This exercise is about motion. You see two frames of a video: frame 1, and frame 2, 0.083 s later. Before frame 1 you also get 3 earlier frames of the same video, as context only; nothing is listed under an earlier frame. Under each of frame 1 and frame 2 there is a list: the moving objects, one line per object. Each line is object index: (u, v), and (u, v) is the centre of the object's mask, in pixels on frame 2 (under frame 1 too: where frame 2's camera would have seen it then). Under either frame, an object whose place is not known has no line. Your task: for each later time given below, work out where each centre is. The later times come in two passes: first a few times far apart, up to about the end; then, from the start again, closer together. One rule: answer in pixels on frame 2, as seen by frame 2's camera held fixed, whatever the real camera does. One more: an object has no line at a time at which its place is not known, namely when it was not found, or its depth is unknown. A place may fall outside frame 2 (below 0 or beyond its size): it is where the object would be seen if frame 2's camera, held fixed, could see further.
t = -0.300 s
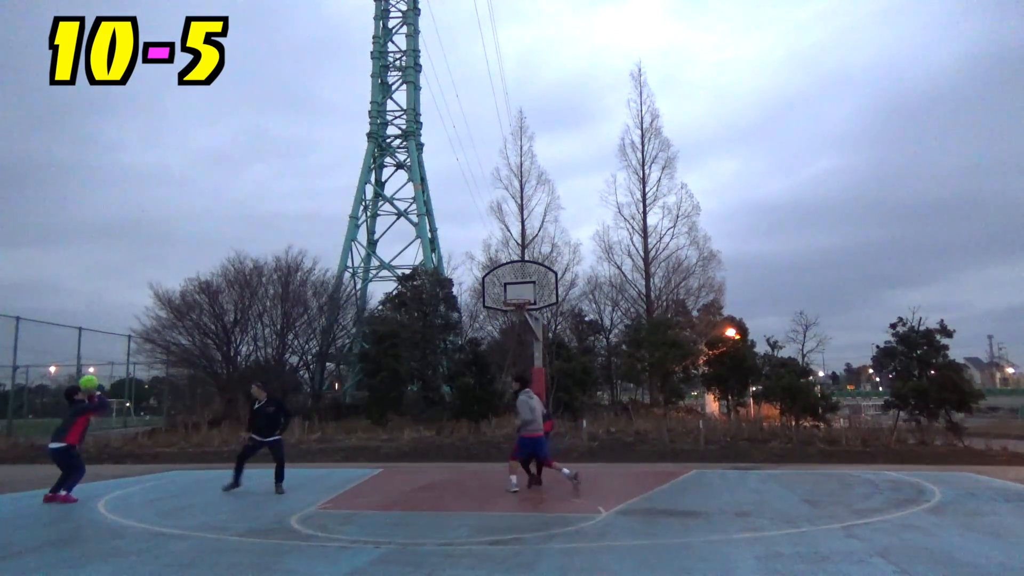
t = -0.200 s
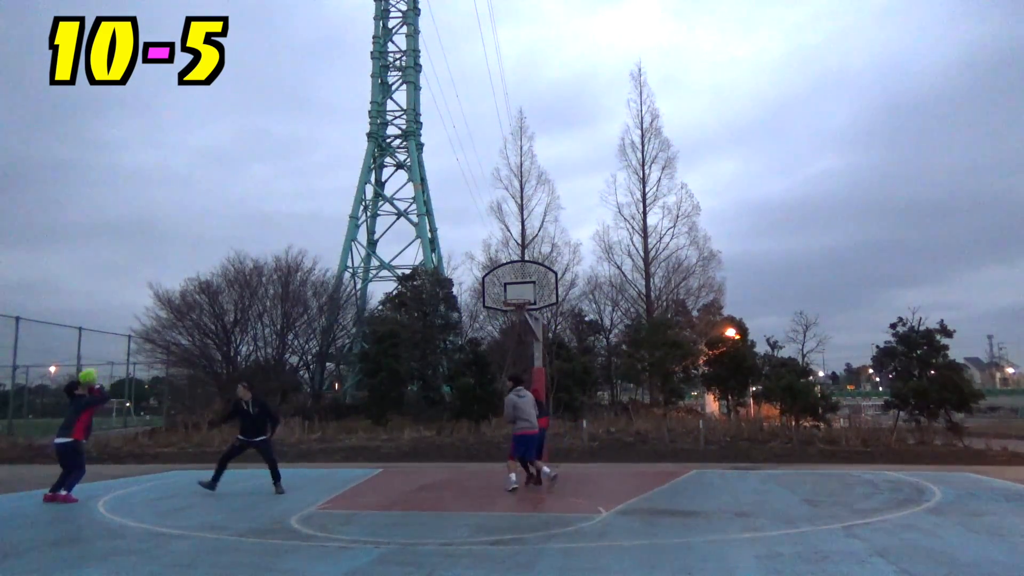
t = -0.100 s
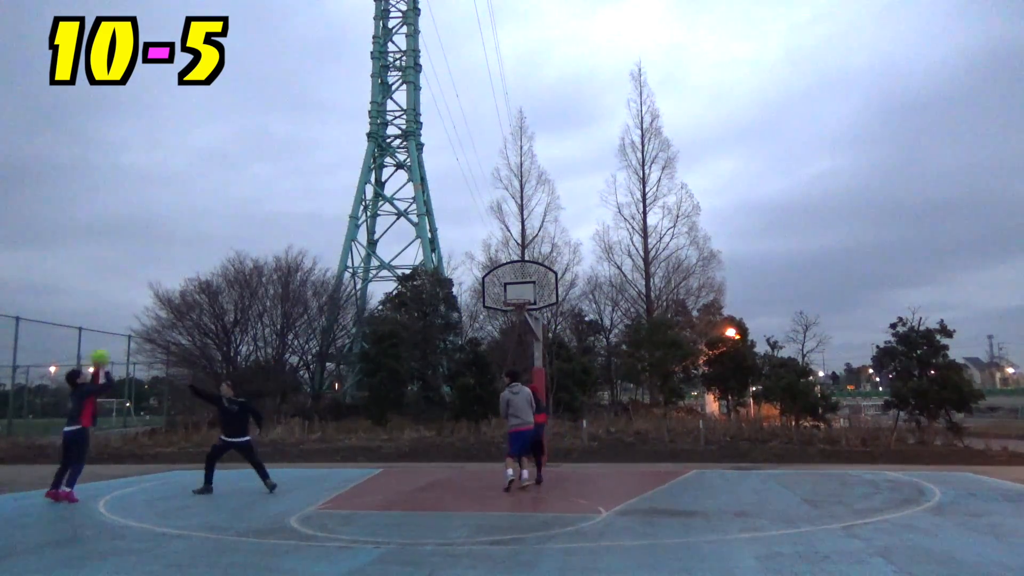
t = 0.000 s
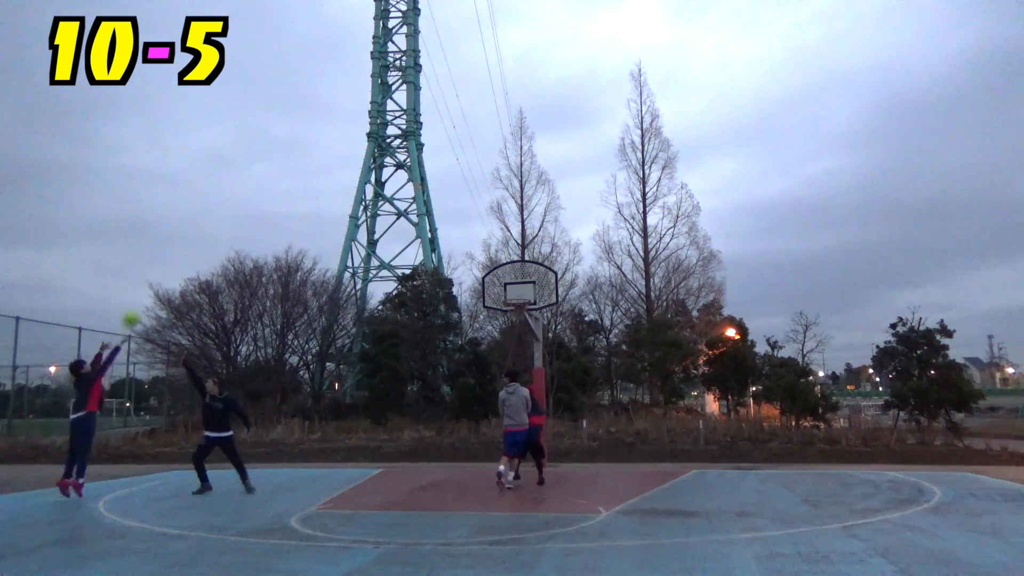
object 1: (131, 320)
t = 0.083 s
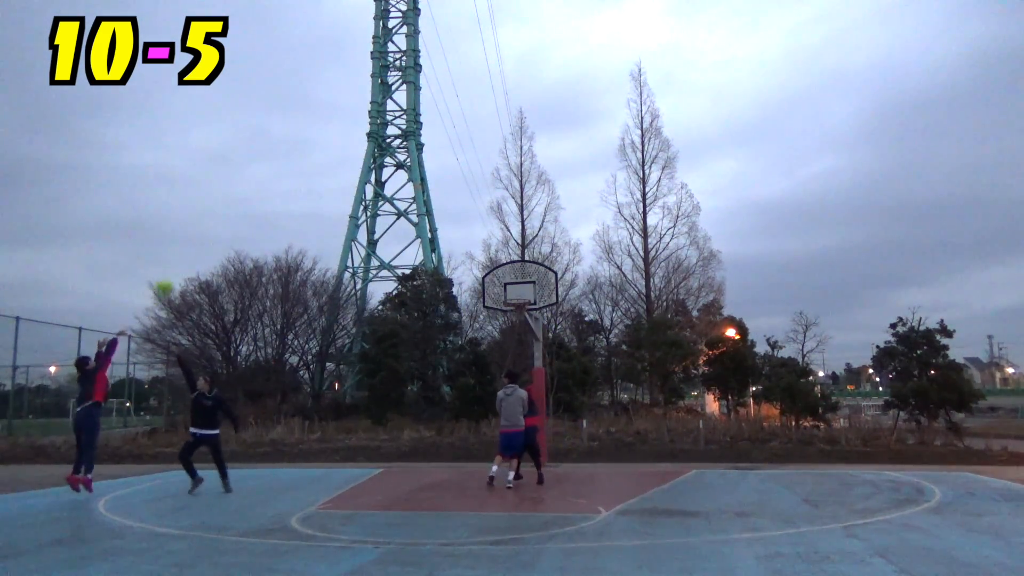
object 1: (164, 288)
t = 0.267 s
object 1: (233, 238)
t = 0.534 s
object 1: (322, 205)
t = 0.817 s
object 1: (407, 216)
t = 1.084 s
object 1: (481, 264)
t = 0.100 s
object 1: (170, 282)
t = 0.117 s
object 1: (177, 277)
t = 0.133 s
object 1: (184, 272)
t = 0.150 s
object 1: (190, 266)
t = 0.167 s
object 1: (197, 262)
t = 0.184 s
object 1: (203, 257)
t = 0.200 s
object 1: (209, 253)
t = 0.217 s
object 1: (215, 249)
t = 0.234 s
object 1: (221, 245)
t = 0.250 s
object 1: (227, 241)
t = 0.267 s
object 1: (233, 238)
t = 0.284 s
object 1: (239, 234)
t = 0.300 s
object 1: (245, 231)
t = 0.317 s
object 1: (251, 228)
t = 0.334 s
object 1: (256, 225)
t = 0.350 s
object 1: (262, 223)
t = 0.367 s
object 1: (268, 221)
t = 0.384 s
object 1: (273, 218)
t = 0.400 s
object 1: (279, 216)
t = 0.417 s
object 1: (285, 214)
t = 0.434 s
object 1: (290, 212)
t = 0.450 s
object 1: (296, 211)
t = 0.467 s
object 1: (301, 209)
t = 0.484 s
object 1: (306, 208)
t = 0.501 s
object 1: (311, 207)
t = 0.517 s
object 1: (317, 206)
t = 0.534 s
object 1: (322, 205)
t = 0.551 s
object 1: (327, 205)
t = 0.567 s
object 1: (332, 204)
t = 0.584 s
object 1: (338, 204)
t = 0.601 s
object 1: (342, 204)
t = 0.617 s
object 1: (347, 204)
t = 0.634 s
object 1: (352, 204)
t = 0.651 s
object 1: (359, 204)
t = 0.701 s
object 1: (372, 205)
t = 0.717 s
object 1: (377, 207)
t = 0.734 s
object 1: (382, 207)
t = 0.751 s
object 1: (388, 209)
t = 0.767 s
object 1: (393, 211)
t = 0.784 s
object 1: (398, 213)
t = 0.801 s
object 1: (402, 215)
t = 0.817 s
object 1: (407, 216)
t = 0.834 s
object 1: (411, 218)
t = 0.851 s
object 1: (417, 220)
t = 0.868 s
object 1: (420, 222)
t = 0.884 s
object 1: (426, 224)
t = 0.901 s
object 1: (431, 226)
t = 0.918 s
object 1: (435, 230)
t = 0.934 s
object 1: (440, 233)
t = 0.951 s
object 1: (445, 236)
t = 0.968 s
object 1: (449, 239)
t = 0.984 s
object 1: (454, 242)
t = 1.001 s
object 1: (458, 246)
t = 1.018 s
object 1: (463, 249)
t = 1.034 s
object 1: (468, 253)
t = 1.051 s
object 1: (472, 256)
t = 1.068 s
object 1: (476, 260)
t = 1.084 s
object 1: (481, 264)
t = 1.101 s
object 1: (486, 268)
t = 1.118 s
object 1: (490, 272)
